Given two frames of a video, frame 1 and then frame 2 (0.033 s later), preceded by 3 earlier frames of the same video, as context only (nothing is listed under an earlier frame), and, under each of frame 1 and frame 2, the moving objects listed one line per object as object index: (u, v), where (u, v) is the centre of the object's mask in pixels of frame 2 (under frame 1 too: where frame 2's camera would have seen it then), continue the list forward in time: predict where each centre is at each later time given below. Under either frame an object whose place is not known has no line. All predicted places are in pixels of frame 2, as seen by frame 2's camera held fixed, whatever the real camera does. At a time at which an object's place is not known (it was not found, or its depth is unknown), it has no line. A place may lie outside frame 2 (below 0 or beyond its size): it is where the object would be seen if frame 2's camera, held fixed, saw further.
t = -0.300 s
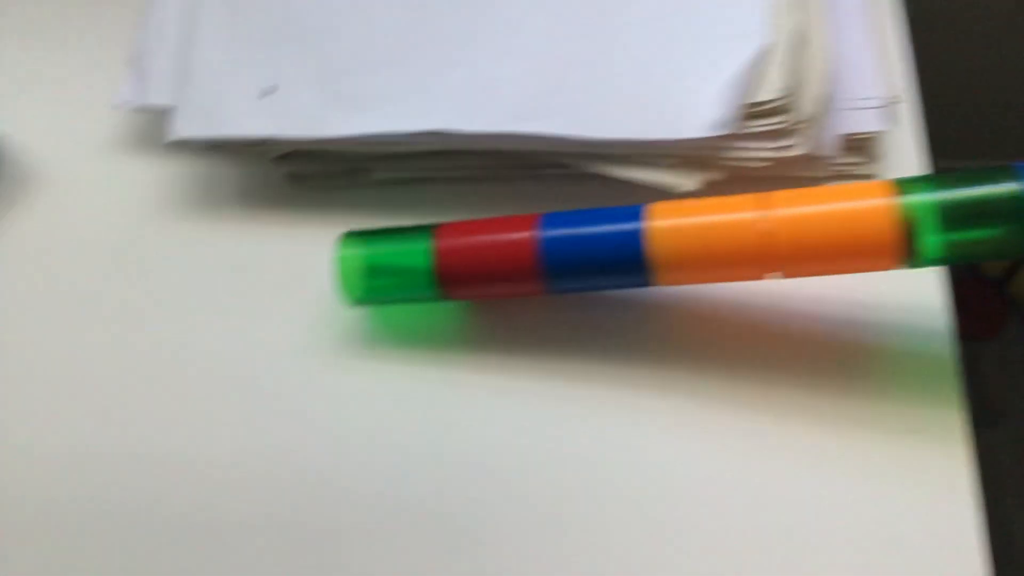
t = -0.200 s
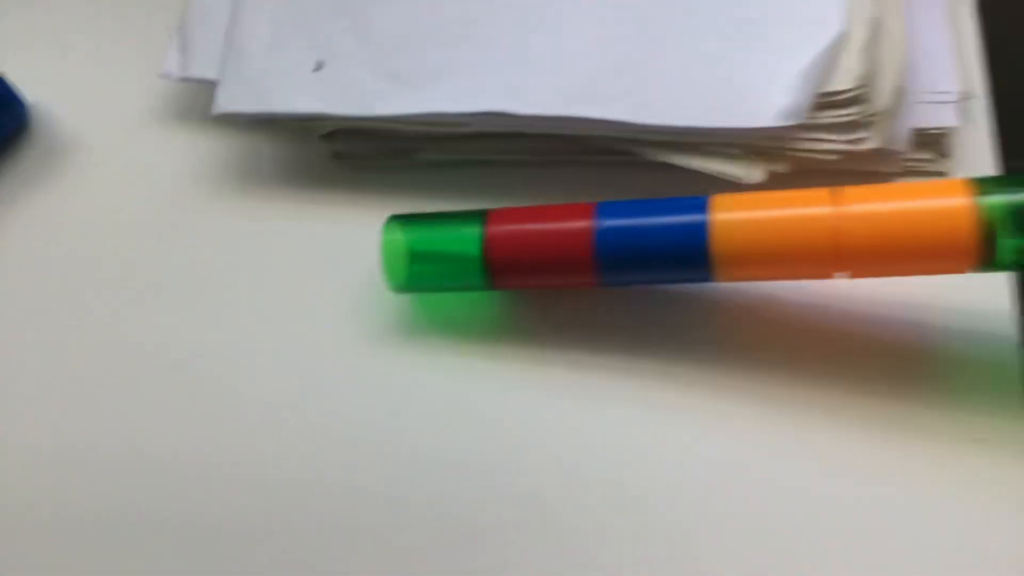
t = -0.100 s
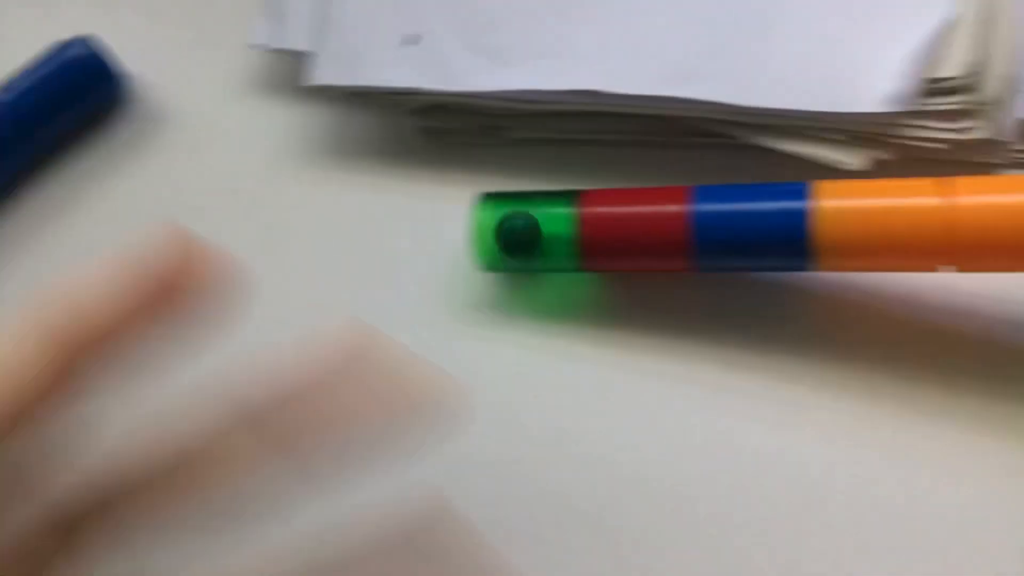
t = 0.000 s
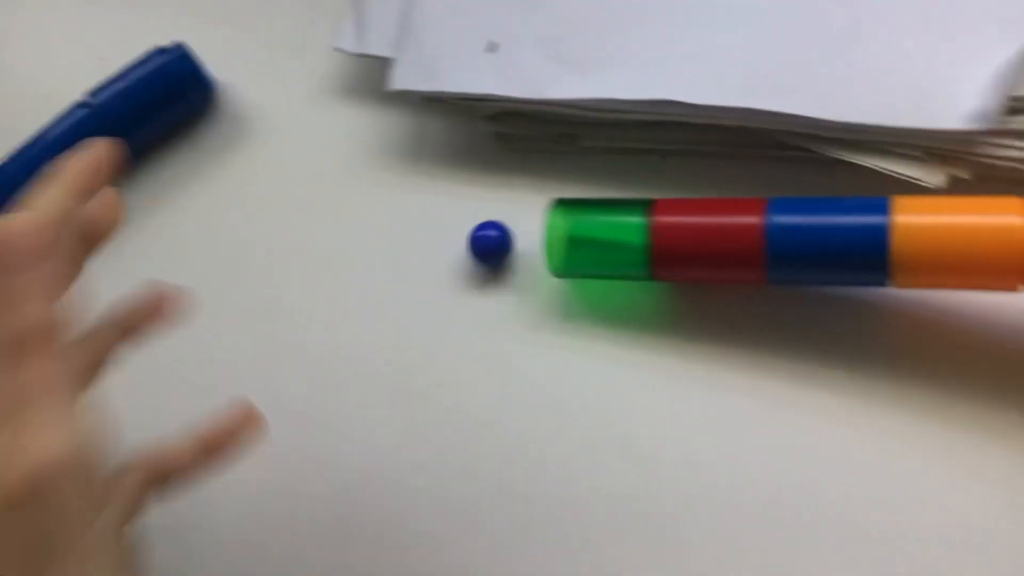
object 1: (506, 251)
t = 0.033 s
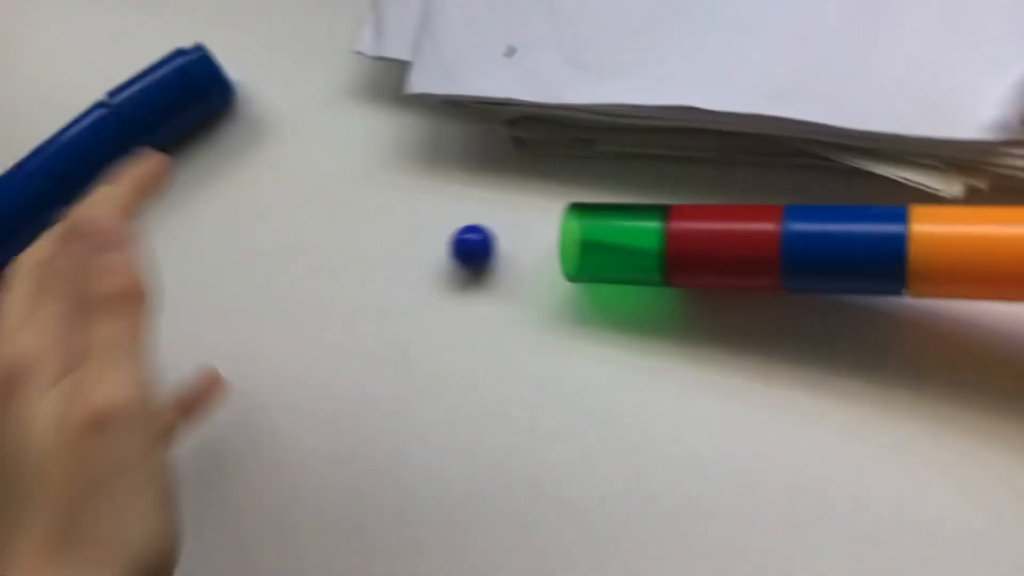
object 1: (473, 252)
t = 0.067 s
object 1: (440, 251)
